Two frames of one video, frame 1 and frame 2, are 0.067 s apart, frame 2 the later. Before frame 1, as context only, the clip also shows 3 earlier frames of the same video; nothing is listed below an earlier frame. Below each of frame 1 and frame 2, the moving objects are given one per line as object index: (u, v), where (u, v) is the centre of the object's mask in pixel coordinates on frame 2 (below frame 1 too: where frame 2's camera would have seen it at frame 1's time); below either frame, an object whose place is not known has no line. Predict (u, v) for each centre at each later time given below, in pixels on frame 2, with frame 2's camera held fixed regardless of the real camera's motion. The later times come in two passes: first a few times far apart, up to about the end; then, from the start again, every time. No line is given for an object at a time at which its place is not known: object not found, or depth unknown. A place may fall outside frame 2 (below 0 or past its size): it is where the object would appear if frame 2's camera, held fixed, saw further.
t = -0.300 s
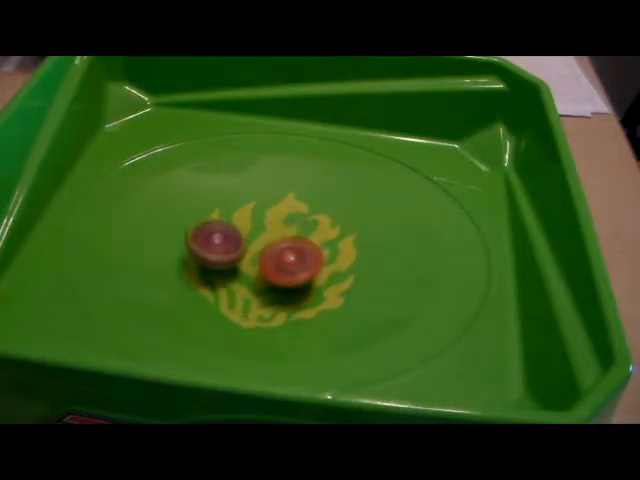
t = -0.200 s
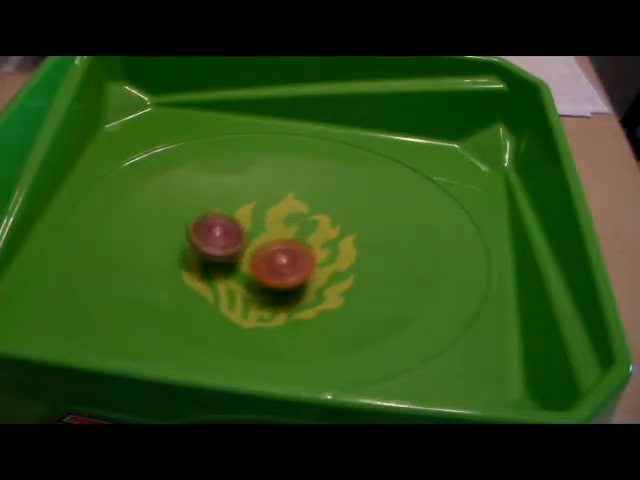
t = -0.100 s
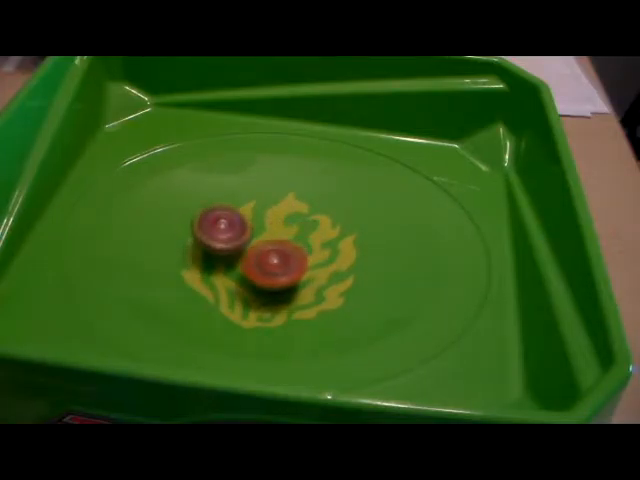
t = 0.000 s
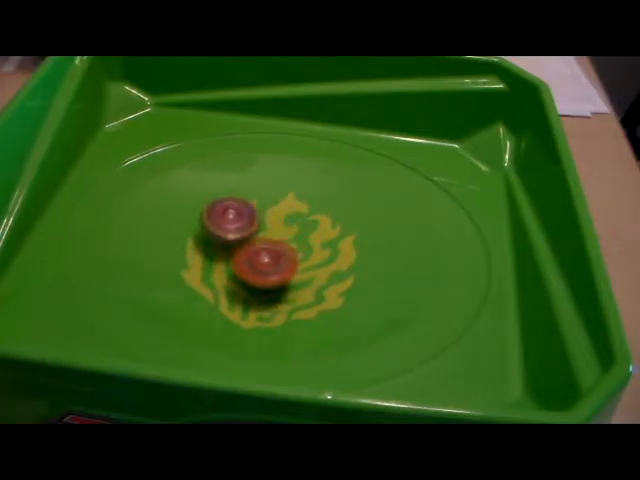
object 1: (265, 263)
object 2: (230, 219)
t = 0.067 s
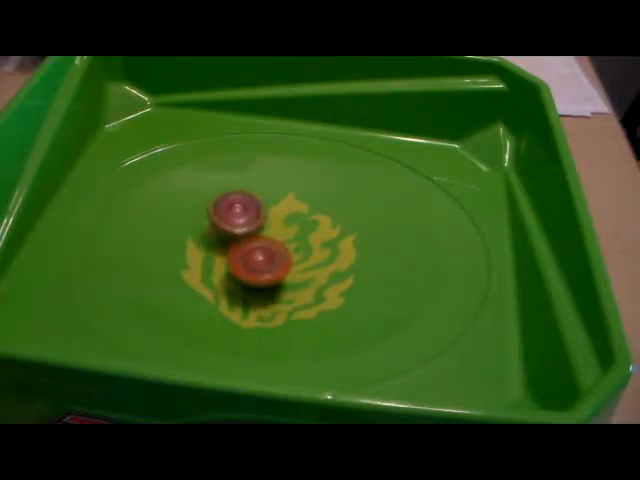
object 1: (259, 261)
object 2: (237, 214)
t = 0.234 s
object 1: (248, 253)
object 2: (256, 204)
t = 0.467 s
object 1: (239, 244)
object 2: (282, 202)
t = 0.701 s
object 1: (238, 235)
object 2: (309, 214)
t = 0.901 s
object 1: (244, 232)
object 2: (323, 227)
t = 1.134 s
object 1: (257, 230)
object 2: (320, 254)
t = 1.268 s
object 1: (261, 230)
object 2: (312, 272)
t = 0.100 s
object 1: (256, 259)
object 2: (240, 211)
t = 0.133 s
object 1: (254, 258)
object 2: (244, 208)
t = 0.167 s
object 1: (252, 257)
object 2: (249, 207)
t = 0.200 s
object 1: (250, 255)
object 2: (253, 205)
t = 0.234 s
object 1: (248, 253)
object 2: (256, 204)
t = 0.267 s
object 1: (247, 252)
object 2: (258, 204)
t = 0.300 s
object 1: (245, 250)
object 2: (263, 203)
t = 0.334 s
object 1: (244, 248)
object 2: (266, 203)
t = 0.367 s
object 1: (244, 246)
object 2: (269, 203)
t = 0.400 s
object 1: (243, 244)
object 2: (272, 203)
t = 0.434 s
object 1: (241, 244)
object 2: (277, 202)
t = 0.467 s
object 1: (239, 244)
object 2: (282, 202)
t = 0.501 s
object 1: (238, 242)
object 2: (284, 203)
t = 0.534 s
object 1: (238, 241)
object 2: (286, 204)
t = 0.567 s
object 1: (237, 240)
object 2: (289, 205)
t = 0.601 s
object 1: (238, 238)
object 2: (294, 207)
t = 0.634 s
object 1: (237, 237)
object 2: (299, 209)
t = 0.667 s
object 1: (237, 236)
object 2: (304, 211)
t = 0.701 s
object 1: (238, 235)
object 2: (309, 214)
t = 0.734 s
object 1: (238, 234)
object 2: (313, 217)
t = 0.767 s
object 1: (240, 234)
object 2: (316, 219)
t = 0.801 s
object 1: (241, 233)
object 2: (318, 220)
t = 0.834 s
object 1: (242, 232)
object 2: (321, 223)
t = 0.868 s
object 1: (243, 232)
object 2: (321, 225)
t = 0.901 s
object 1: (244, 232)
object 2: (323, 227)
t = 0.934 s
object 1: (247, 231)
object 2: (323, 231)
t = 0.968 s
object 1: (248, 230)
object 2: (323, 233)
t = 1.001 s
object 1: (249, 230)
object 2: (324, 236)
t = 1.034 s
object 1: (251, 230)
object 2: (324, 240)
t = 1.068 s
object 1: (254, 230)
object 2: (323, 244)
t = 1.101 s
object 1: (255, 230)
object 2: (322, 249)
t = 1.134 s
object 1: (257, 230)
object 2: (320, 254)
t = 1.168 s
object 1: (258, 230)
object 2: (318, 258)
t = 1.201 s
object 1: (260, 231)
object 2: (316, 262)
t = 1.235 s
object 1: (261, 232)
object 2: (312, 266)
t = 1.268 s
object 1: (261, 230)
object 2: (312, 272)
